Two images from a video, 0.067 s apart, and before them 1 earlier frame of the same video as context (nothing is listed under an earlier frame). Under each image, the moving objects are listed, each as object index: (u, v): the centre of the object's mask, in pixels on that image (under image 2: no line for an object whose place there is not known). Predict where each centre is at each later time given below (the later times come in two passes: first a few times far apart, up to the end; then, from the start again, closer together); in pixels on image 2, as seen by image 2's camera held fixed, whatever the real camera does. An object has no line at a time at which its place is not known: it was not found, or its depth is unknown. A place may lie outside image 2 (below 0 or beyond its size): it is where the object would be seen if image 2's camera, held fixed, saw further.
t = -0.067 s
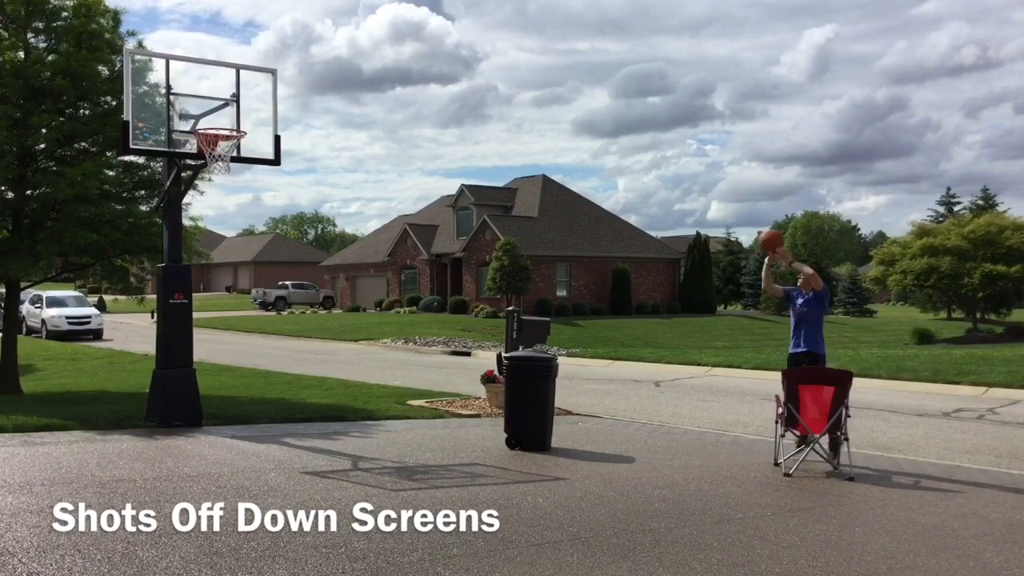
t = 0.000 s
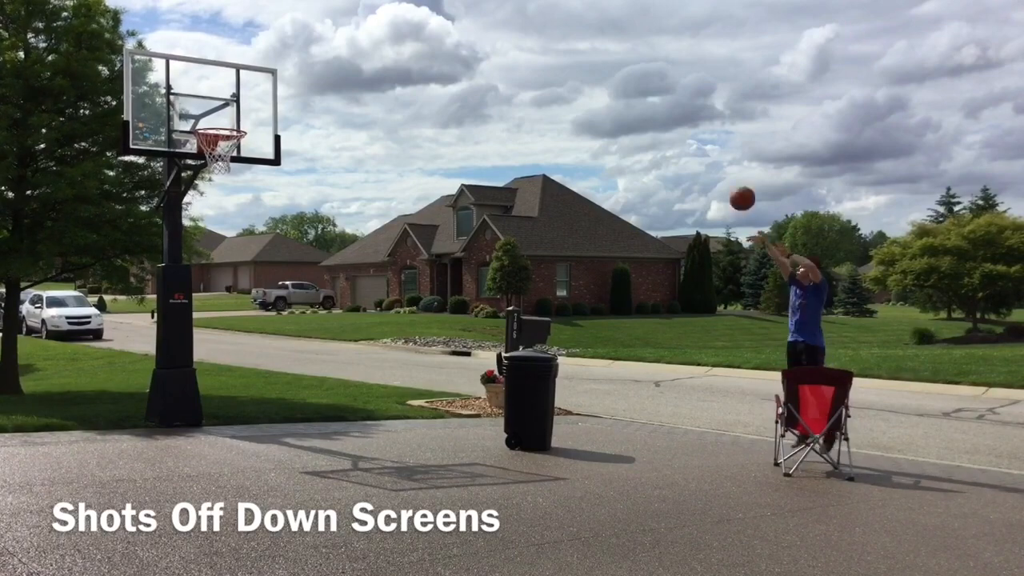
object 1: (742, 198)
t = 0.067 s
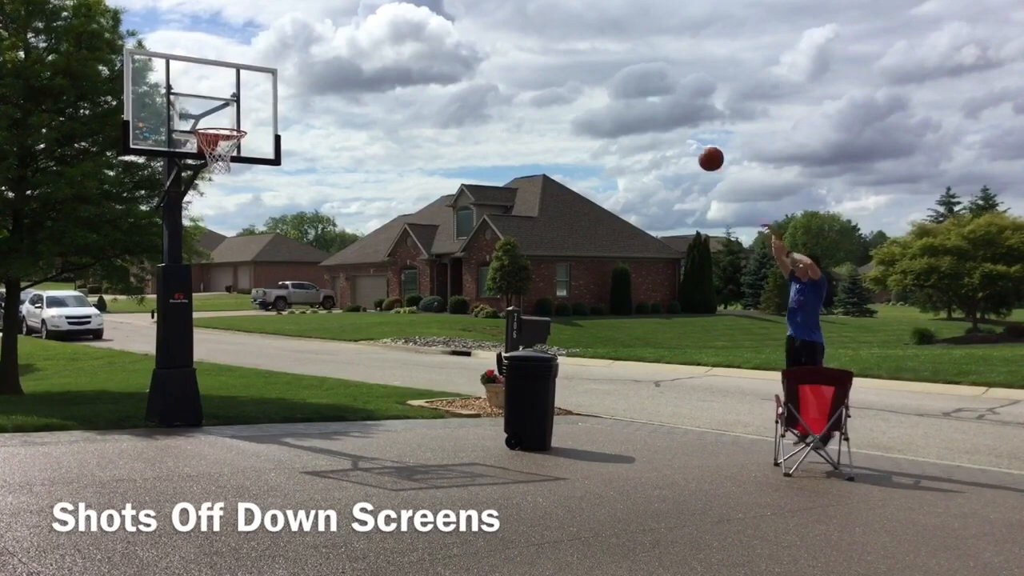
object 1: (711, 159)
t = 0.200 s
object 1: (649, 93)
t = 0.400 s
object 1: (556, 28)
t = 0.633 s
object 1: (448, 6)
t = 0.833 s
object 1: (355, 24)
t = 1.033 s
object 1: (263, 86)
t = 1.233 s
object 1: (210, 165)
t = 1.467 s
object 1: (218, 260)
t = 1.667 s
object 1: (223, 392)
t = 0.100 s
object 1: (695, 141)
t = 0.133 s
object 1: (680, 124)
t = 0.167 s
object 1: (665, 108)
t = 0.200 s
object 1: (649, 93)
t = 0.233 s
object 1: (633, 80)
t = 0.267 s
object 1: (618, 67)
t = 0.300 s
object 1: (602, 56)
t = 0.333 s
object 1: (587, 45)
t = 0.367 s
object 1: (572, 36)
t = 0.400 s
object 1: (556, 28)
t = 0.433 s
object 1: (541, 21)
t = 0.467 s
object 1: (525, 15)
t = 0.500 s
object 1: (510, 11)
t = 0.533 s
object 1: (494, 8)
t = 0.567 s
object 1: (479, 7)
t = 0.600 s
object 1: (463, 7)
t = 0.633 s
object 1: (448, 6)
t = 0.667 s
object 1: (432, 7)
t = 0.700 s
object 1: (417, 8)
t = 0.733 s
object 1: (402, 9)
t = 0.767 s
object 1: (386, 12)
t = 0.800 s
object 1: (370, 17)
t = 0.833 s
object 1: (355, 24)
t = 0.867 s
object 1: (340, 31)
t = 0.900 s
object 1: (324, 40)
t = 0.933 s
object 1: (309, 49)
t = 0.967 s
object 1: (294, 61)
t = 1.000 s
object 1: (278, 73)
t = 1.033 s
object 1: (263, 86)
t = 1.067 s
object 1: (248, 100)
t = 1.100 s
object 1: (232, 115)
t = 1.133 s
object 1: (218, 132)
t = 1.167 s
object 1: (210, 144)
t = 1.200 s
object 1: (211, 158)
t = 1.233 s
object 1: (210, 165)
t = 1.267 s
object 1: (211, 174)
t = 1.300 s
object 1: (212, 185)
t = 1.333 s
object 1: (214, 198)
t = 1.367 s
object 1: (215, 211)
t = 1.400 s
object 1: (216, 226)
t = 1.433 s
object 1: (217, 242)
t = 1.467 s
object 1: (218, 260)
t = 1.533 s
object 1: (220, 299)
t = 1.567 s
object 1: (221, 320)
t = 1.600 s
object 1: (222, 344)
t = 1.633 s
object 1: (223, 367)
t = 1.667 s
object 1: (223, 392)
